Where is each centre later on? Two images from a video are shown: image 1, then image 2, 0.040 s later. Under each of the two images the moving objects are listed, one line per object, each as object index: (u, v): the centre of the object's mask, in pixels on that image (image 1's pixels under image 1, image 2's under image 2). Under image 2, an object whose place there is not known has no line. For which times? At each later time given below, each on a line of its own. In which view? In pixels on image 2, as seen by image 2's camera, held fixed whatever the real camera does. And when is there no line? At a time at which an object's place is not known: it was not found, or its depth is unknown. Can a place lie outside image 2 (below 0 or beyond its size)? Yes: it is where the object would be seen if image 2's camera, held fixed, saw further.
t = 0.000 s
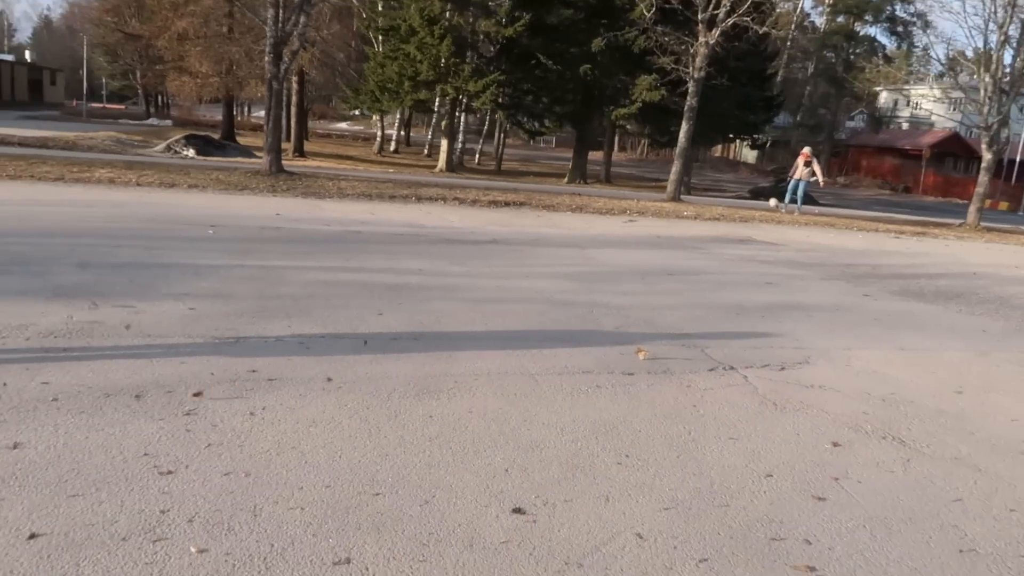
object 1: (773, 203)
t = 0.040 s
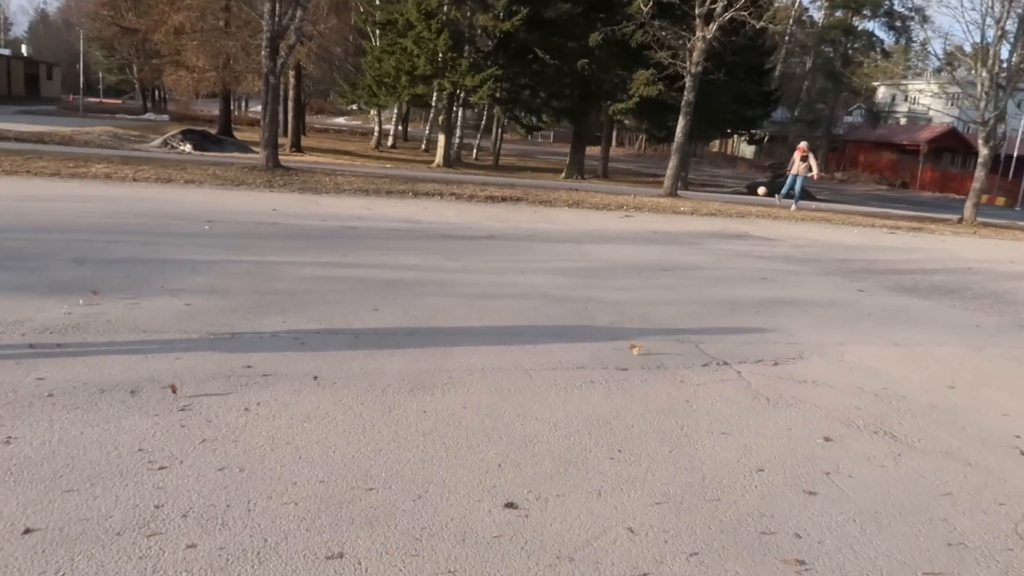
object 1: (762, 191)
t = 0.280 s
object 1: (702, 156)
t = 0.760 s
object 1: (539, 148)
